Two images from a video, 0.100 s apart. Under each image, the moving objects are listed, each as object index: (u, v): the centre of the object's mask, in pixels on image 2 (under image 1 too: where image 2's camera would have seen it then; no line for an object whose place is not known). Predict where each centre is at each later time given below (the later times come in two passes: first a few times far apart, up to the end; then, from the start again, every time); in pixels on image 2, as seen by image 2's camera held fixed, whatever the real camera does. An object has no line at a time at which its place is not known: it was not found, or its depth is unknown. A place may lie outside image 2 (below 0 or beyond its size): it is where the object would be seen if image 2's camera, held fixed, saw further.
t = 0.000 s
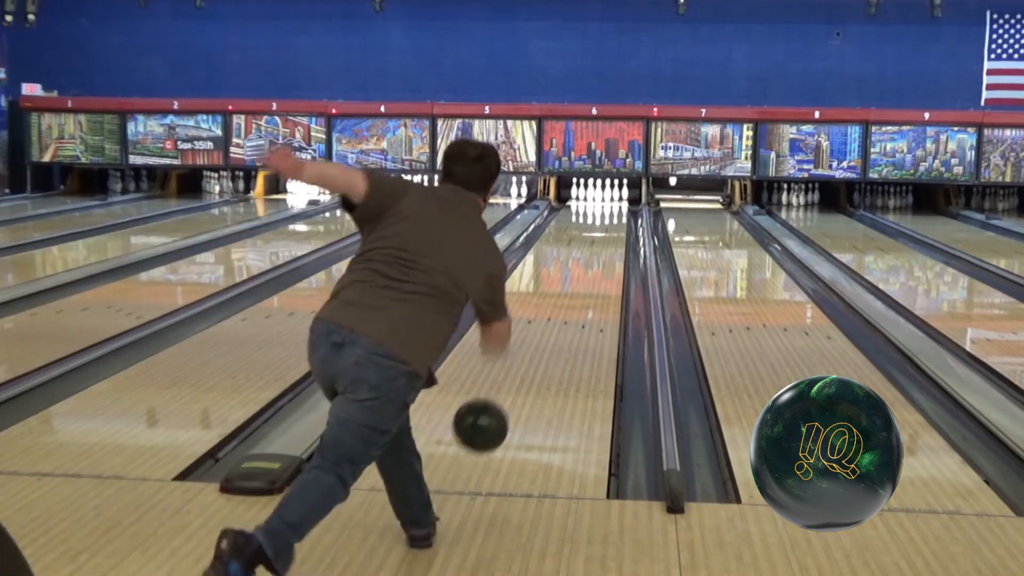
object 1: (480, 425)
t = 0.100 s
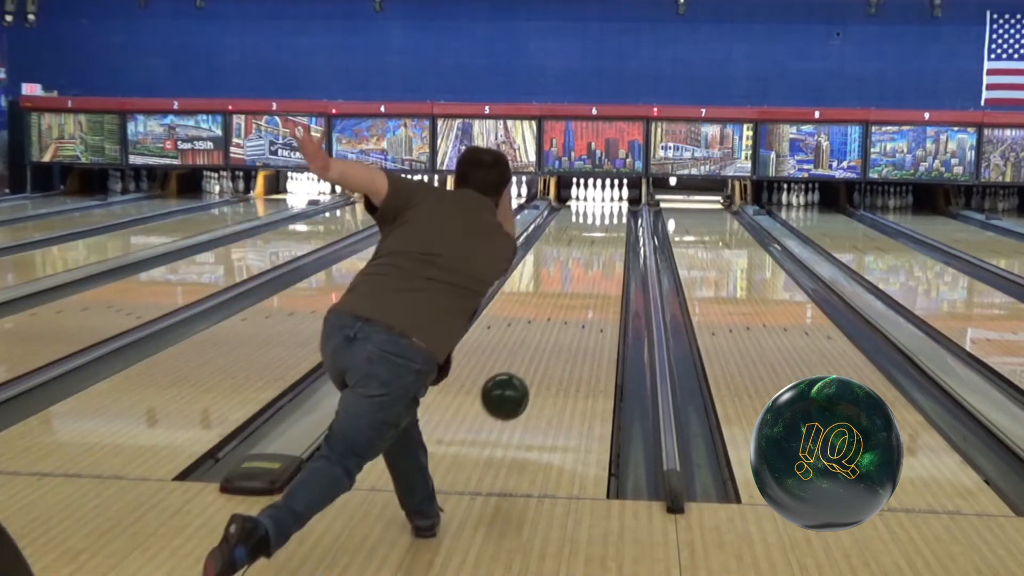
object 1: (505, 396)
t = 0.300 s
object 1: (538, 369)
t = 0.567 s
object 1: (567, 311)
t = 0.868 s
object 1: (585, 277)
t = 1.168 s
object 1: (597, 251)
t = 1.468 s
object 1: (606, 232)
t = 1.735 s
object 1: (611, 220)
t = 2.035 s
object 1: (612, 209)
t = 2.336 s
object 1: (608, 201)
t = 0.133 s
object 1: (511, 393)
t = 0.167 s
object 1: (518, 392)
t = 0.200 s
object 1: (523, 393)
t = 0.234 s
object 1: (528, 387)
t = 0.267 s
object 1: (533, 377)
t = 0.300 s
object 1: (538, 369)
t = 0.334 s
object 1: (542, 360)
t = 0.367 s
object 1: (546, 353)
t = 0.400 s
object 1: (550, 345)
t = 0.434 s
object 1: (554, 338)
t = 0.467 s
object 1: (557, 332)
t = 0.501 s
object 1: (560, 326)
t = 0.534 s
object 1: (563, 326)
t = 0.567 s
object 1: (567, 311)
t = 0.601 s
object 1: (568, 310)
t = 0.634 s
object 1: (571, 306)
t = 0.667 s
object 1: (573, 301)
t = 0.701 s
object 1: (575, 297)
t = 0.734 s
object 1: (577, 293)
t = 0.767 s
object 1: (579, 289)
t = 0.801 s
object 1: (581, 285)
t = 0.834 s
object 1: (583, 281)
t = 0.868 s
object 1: (585, 277)
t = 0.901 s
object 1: (587, 274)
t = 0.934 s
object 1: (588, 270)
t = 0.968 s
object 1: (590, 267)
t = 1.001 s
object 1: (591, 264)
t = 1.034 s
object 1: (592, 261)
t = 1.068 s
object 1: (594, 258)
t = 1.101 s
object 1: (595, 256)
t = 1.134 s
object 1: (596, 253)
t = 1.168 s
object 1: (597, 251)
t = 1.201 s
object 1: (599, 248)
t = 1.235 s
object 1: (599, 246)
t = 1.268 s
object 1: (601, 244)
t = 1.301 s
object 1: (602, 242)
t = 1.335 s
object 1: (603, 240)
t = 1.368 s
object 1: (603, 238)
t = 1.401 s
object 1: (604, 236)
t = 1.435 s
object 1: (605, 234)
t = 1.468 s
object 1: (606, 232)
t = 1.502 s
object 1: (607, 230)
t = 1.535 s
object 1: (607, 228)
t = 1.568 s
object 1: (608, 227)
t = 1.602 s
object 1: (609, 225)
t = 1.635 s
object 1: (609, 224)
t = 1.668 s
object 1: (610, 222)
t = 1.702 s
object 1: (610, 221)
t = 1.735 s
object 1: (611, 220)
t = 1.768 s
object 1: (611, 218)
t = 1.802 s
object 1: (611, 217)
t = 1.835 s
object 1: (612, 216)
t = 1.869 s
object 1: (612, 214)
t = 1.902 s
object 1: (612, 213)
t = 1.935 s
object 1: (612, 212)
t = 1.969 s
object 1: (612, 211)
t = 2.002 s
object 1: (612, 210)
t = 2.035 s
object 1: (612, 209)
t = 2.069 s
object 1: (612, 208)
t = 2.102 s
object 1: (611, 207)
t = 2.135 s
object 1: (611, 206)
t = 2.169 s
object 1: (611, 205)
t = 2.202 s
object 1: (610, 204)
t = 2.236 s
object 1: (610, 203)
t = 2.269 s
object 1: (609, 202)
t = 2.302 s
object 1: (609, 201)
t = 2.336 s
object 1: (608, 201)
